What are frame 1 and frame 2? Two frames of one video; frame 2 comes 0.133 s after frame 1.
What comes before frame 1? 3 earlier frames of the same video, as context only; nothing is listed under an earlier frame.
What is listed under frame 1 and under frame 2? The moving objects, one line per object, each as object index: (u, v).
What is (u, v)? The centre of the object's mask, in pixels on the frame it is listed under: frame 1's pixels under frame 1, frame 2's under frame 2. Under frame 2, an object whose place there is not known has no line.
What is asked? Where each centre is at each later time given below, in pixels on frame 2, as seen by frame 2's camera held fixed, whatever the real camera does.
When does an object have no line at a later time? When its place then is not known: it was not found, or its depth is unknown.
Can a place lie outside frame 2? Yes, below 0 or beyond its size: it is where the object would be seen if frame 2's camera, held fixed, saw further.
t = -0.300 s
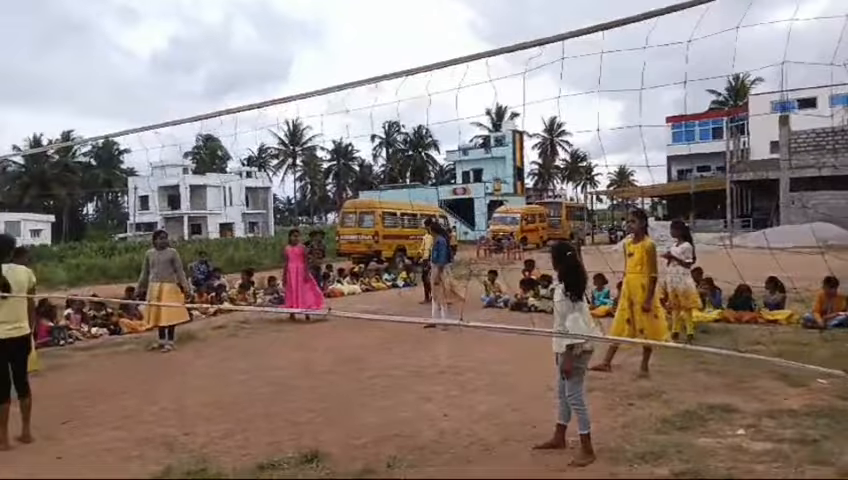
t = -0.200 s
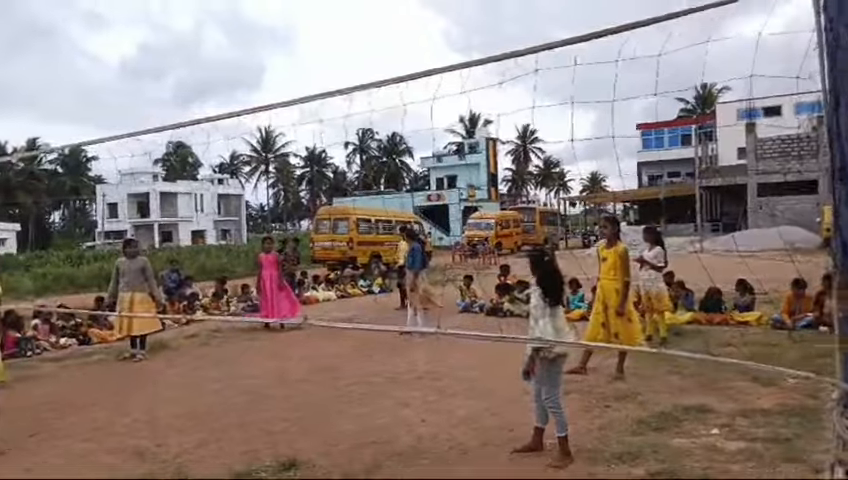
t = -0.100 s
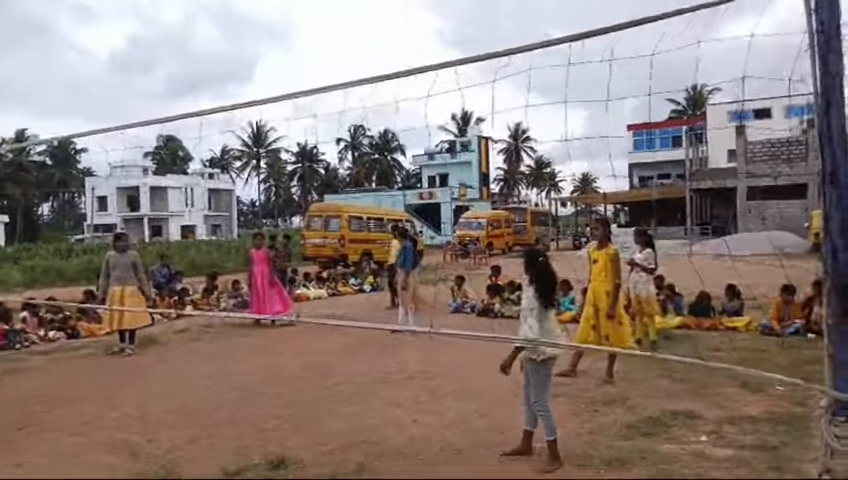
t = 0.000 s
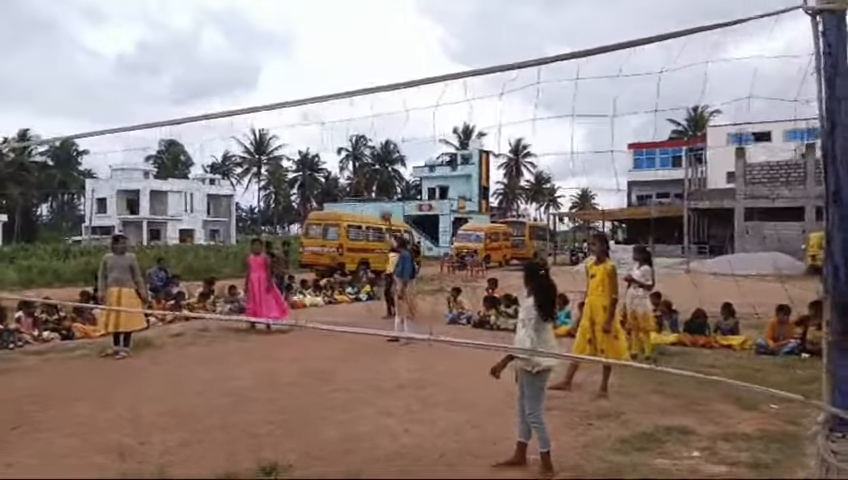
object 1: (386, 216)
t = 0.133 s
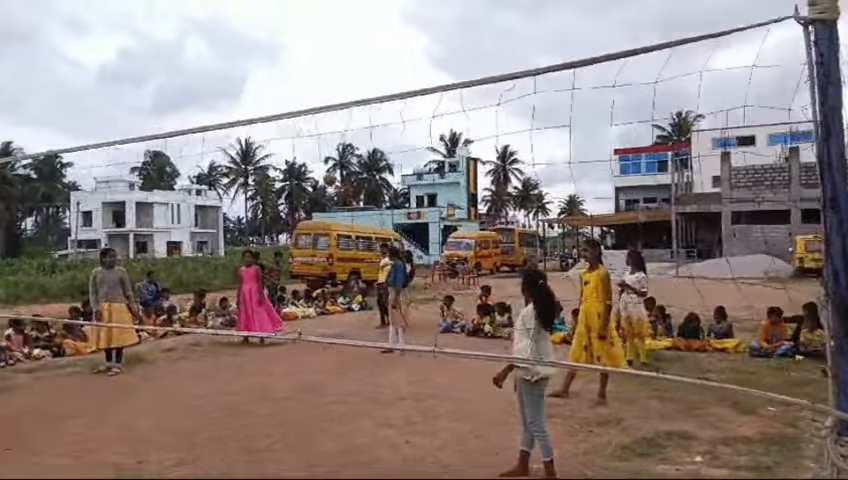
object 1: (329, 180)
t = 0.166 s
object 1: (316, 168)
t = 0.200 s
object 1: (301, 155)
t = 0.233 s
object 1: (285, 142)
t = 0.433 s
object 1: (200, 94)
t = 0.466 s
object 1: (183, 91)
